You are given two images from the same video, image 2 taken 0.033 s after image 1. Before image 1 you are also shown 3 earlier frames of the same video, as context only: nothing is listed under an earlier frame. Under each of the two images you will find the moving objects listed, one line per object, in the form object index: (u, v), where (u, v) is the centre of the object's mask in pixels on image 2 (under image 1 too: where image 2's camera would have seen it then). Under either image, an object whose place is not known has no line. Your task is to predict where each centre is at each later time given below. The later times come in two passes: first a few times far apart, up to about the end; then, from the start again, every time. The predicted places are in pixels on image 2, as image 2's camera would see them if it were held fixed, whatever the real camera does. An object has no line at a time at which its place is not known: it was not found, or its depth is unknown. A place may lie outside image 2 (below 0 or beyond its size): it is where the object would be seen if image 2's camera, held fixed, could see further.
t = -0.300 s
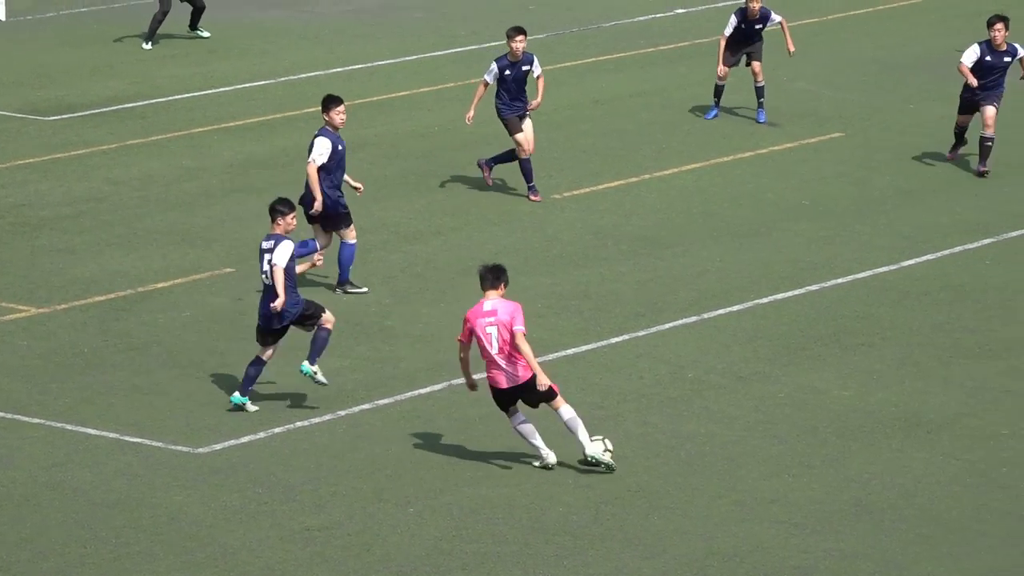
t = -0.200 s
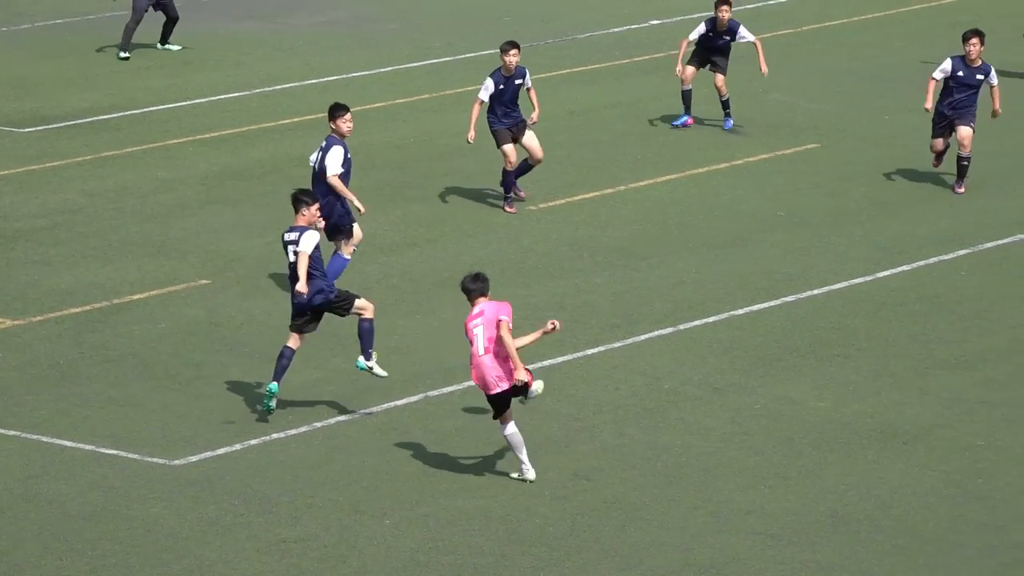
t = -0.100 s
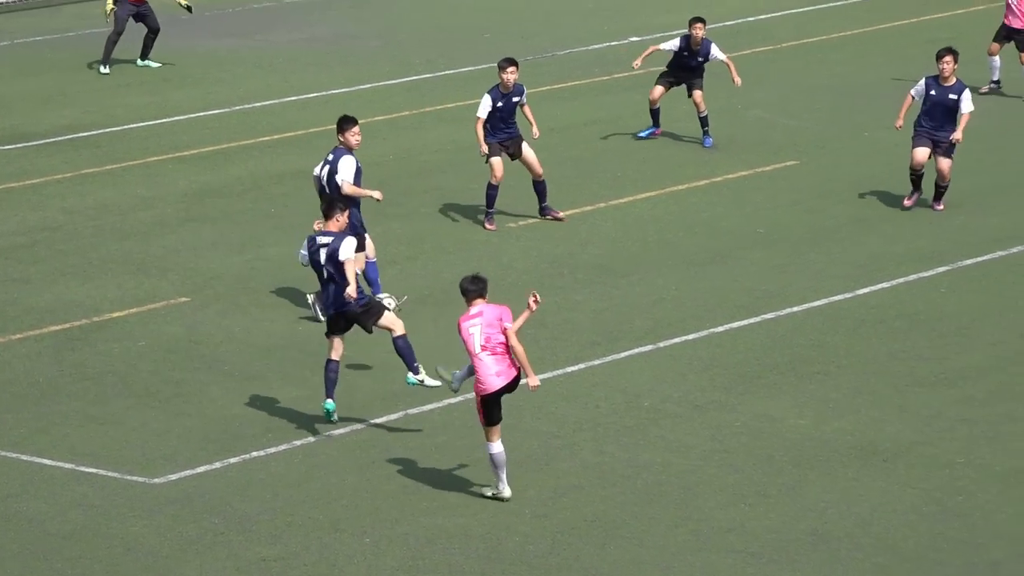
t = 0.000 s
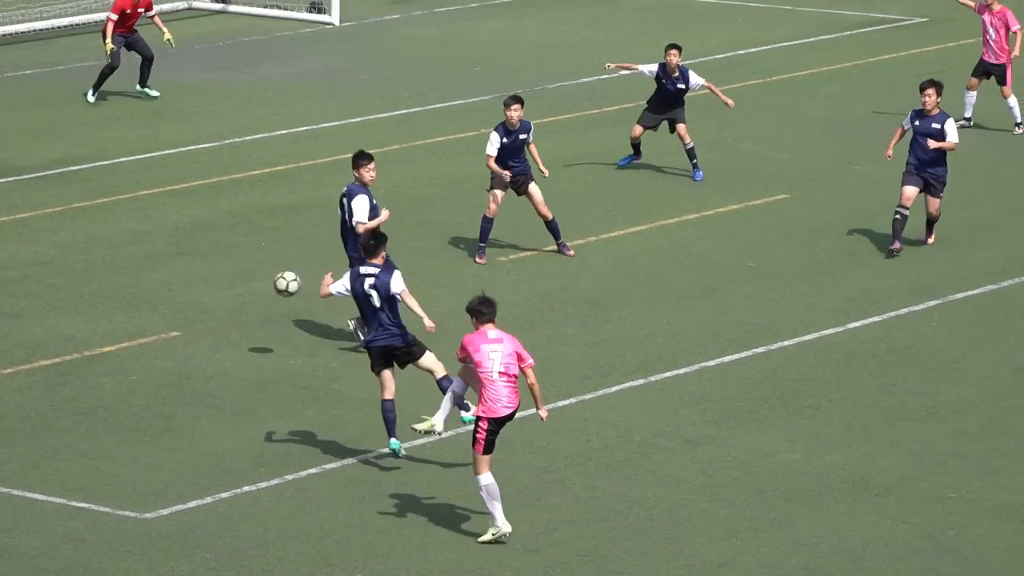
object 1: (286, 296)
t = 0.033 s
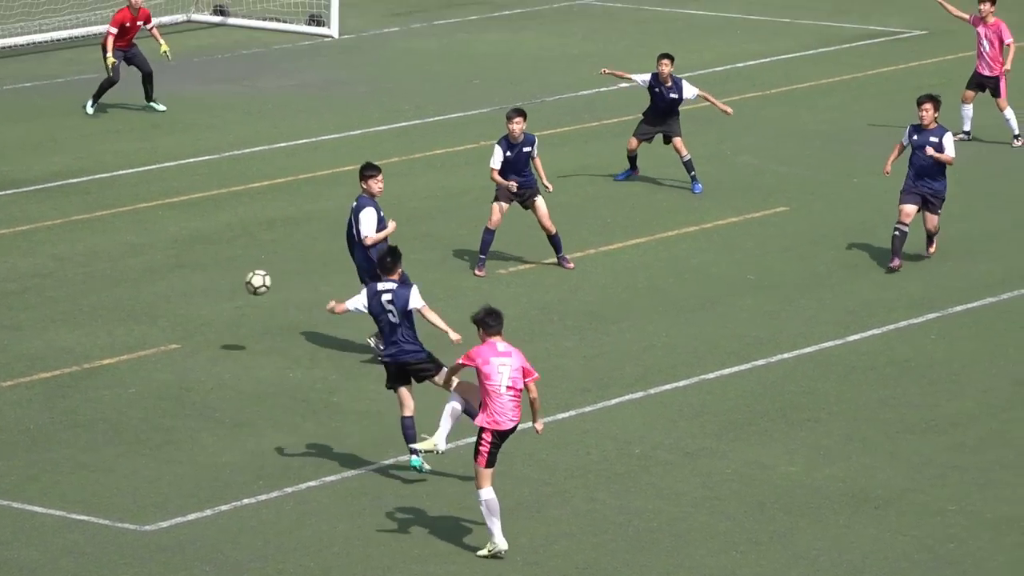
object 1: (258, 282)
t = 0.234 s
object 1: (89, 244)
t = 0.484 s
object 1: (-79, 155)
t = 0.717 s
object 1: (-215, 115)
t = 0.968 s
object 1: (-333, 101)
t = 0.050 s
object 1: (243, 277)
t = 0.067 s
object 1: (229, 271)
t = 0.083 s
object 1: (215, 267)
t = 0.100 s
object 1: (201, 262)
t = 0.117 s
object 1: (187, 258)
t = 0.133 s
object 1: (173, 255)
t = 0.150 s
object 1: (159, 252)
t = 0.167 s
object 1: (145, 250)
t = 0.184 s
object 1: (131, 248)
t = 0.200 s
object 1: (117, 246)
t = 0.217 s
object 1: (103, 245)
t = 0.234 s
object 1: (89, 244)
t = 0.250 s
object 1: (76, 244)
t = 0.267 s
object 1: (62, 244)
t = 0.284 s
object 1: (48, 245)
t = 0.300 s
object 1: (35, 245)
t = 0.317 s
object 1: (24, 237)
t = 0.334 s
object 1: (13, 227)
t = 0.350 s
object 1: (3, 217)
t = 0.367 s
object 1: (-8, 207)
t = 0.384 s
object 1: (-18, 198)
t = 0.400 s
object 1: (-28, 190)
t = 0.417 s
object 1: (-38, 182)
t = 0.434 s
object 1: (-49, 175)
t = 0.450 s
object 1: (-59, 168)
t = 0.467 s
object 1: (-69, 161)
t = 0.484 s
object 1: (-79, 155)
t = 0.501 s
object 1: (-90, 150)
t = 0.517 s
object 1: (-100, 144)
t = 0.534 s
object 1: (-110, 140)
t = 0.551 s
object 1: (-120, 136)
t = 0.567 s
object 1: (-129, 131)
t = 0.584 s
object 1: (-139, 128)
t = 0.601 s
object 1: (-149, 125)
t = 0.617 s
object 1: (-158, 123)
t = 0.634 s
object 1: (-168, 121)
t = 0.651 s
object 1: (-177, 119)
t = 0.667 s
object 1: (-186, 117)
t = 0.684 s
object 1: (-196, 116)
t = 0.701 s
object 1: (-206, 115)
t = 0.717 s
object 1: (-215, 115)
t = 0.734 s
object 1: (-224, 115)
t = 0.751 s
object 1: (-233, 116)
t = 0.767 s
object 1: (-241, 116)
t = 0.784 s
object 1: (-250, 117)
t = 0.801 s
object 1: (-259, 118)
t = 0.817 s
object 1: (-268, 120)
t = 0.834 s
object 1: (-276, 123)
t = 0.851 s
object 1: (-284, 125)
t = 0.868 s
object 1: (-293, 128)
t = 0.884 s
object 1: (-301, 131)
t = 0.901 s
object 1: (-309, 128)
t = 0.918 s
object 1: (-315, 121)
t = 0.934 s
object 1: (-321, 113)
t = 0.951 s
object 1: (-327, 107)
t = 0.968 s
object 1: (-333, 101)
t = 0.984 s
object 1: (-336, 95)
